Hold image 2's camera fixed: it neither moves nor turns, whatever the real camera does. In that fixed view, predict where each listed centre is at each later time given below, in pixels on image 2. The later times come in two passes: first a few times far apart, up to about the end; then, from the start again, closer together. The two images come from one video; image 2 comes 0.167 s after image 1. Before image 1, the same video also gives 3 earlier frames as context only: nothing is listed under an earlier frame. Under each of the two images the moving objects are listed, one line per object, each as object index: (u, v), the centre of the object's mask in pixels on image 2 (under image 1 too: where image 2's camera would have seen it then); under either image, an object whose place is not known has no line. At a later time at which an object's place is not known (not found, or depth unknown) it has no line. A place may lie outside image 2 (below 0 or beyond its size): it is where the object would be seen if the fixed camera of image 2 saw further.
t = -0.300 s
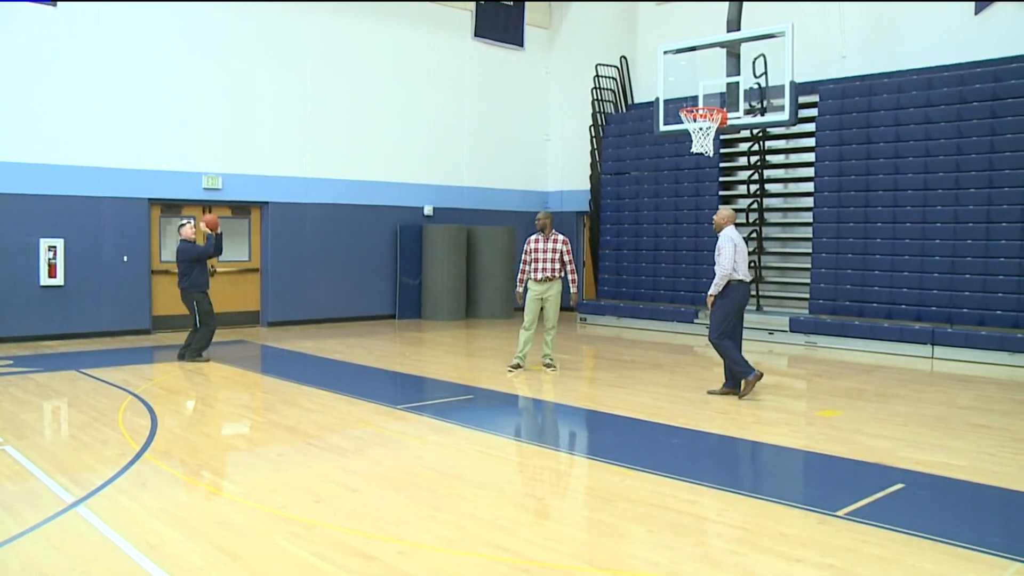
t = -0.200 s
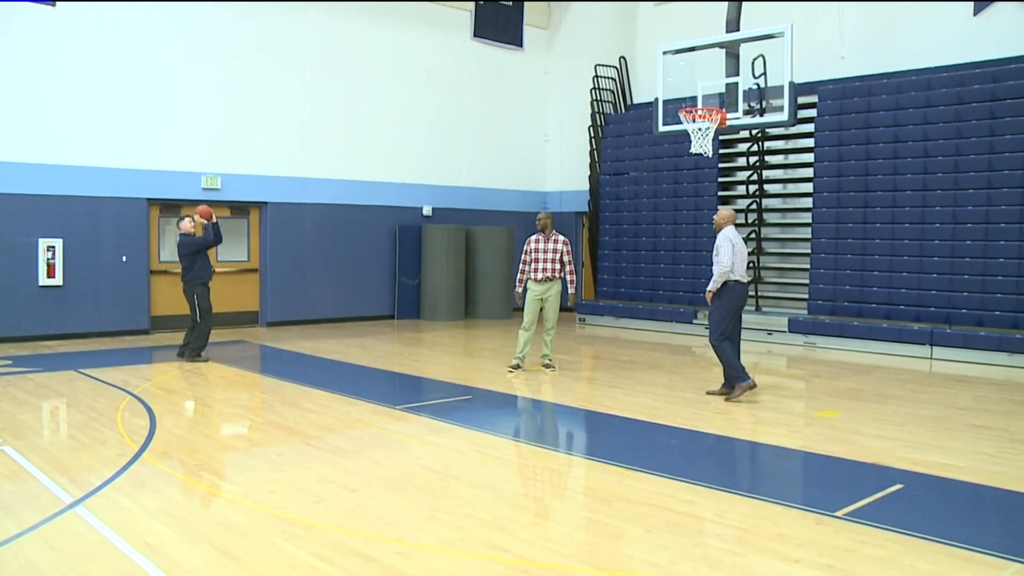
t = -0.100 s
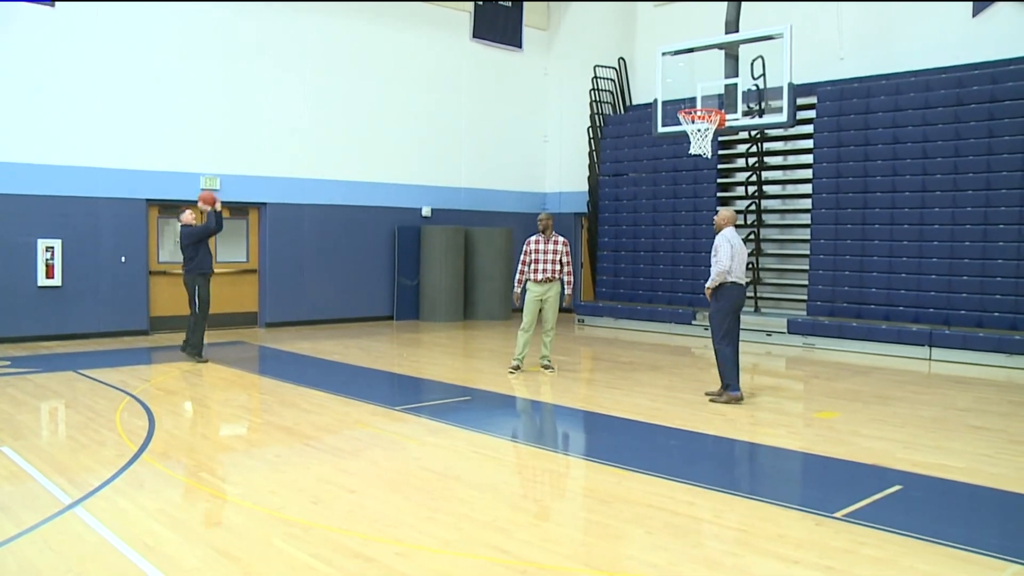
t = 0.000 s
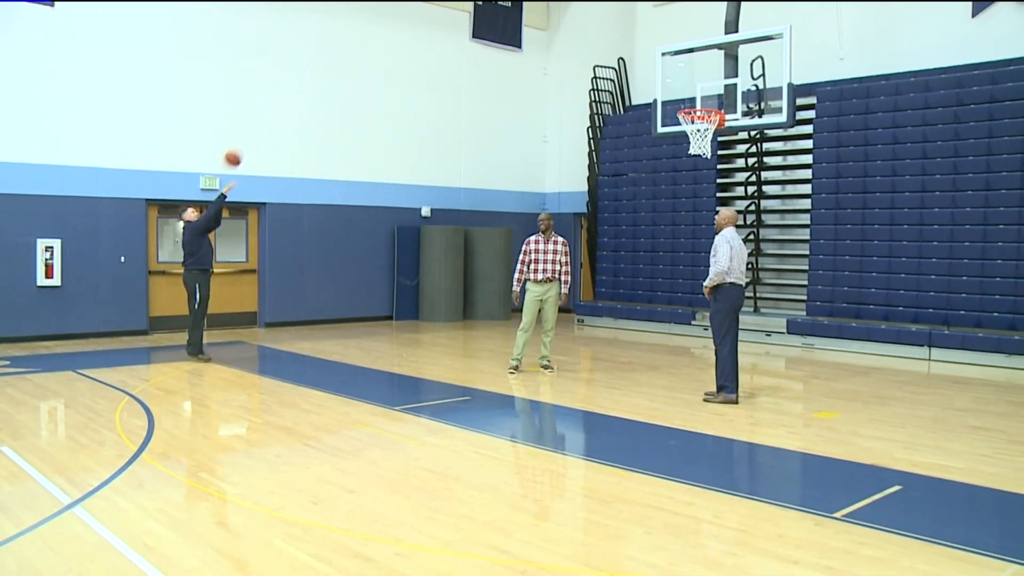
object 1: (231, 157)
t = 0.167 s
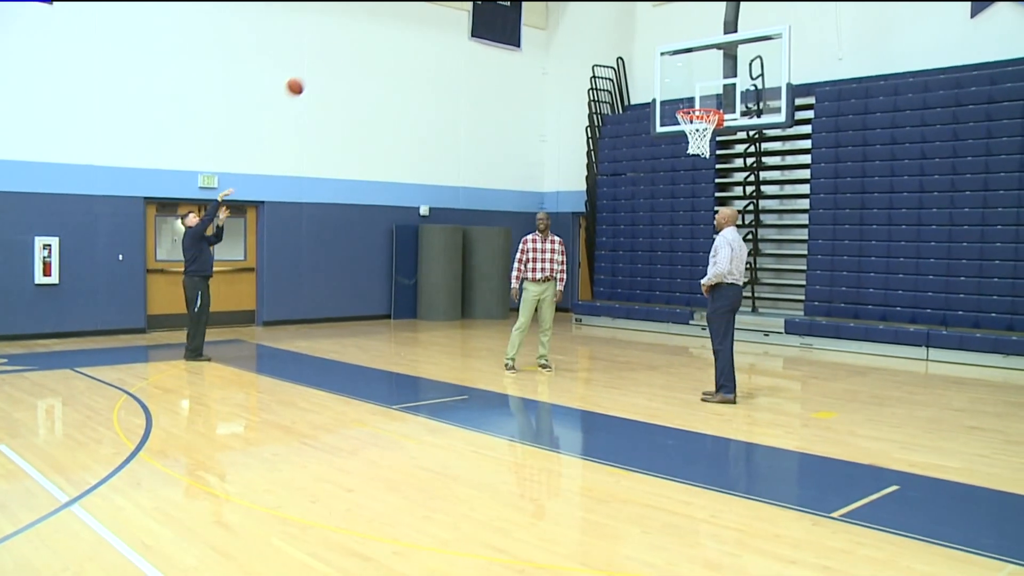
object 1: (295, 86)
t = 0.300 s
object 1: (348, 44)
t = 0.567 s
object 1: (457, 4)
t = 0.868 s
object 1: (586, 21)
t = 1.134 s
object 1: (703, 102)
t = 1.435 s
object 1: (680, 72)
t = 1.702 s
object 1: (652, 87)
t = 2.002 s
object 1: (610, 124)
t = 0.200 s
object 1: (308, 75)
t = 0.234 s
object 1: (321, 64)
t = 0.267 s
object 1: (334, 54)
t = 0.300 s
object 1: (348, 44)
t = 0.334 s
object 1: (361, 36)
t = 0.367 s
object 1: (375, 28)
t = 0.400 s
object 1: (388, 21)
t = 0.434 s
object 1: (402, 16)
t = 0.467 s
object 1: (416, 10)
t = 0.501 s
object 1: (430, 7)
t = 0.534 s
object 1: (444, 5)
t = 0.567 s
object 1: (457, 4)
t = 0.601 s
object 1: (472, 3)
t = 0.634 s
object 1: (485, 3)
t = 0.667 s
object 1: (499, 3)
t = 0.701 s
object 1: (514, 3)
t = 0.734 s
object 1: (528, 4)
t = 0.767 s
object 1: (543, 6)
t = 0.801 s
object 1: (557, 9)
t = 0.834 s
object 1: (571, 15)
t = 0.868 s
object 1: (586, 21)
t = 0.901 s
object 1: (600, 28)
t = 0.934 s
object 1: (615, 36)
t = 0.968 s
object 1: (630, 46)
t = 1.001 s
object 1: (644, 56)
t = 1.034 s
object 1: (660, 67)
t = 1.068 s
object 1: (674, 79)
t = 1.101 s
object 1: (689, 92)
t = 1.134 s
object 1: (703, 102)
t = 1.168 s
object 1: (705, 102)
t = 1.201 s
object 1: (707, 102)
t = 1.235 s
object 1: (704, 99)
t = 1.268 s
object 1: (699, 93)
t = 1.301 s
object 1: (695, 87)
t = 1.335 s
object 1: (692, 81)
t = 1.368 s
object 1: (688, 78)
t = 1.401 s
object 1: (684, 74)
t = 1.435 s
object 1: (680, 72)
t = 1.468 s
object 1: (677, 71)
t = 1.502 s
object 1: (673, 70)
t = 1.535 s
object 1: (669, 71)
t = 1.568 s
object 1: (666, 72)
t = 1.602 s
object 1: (662, 75)
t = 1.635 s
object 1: (659, 78)
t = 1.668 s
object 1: (655, 82)
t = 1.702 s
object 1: (652, 87)
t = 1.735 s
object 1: (648, 92)
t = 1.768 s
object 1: (644, 96)
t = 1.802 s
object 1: (639, 97)
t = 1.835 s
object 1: (634, 100)
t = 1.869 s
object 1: (629, 102)
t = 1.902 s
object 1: (625, 106)
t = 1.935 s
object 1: (620, 112)
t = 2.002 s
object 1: (610, 124)
